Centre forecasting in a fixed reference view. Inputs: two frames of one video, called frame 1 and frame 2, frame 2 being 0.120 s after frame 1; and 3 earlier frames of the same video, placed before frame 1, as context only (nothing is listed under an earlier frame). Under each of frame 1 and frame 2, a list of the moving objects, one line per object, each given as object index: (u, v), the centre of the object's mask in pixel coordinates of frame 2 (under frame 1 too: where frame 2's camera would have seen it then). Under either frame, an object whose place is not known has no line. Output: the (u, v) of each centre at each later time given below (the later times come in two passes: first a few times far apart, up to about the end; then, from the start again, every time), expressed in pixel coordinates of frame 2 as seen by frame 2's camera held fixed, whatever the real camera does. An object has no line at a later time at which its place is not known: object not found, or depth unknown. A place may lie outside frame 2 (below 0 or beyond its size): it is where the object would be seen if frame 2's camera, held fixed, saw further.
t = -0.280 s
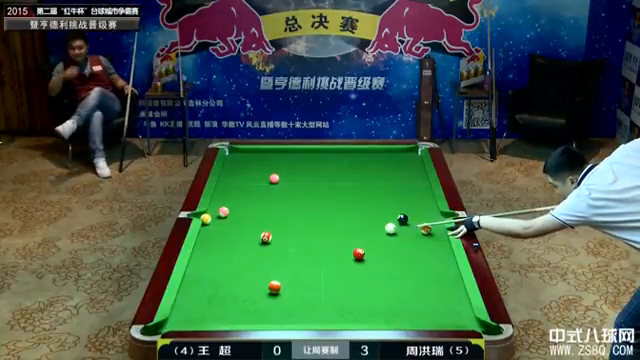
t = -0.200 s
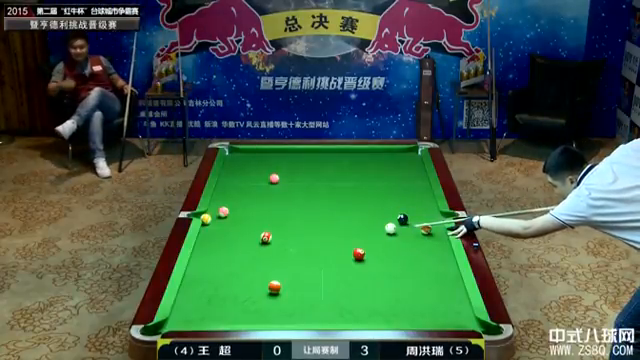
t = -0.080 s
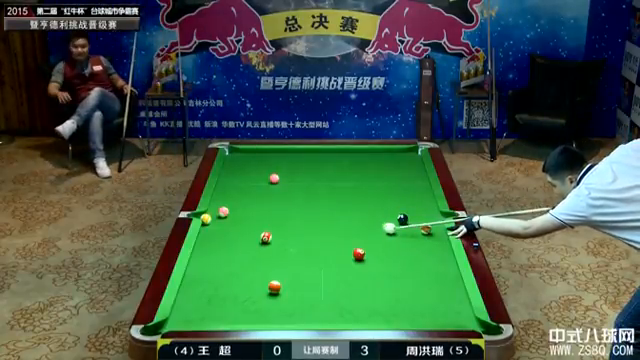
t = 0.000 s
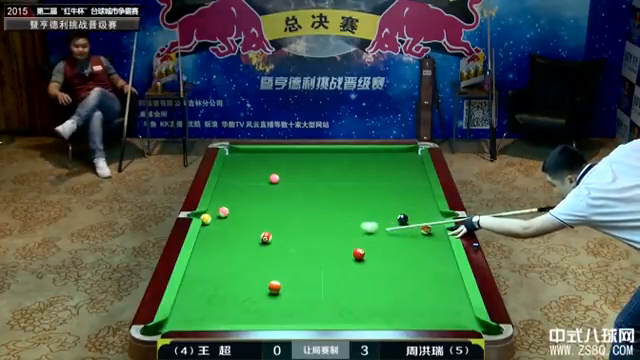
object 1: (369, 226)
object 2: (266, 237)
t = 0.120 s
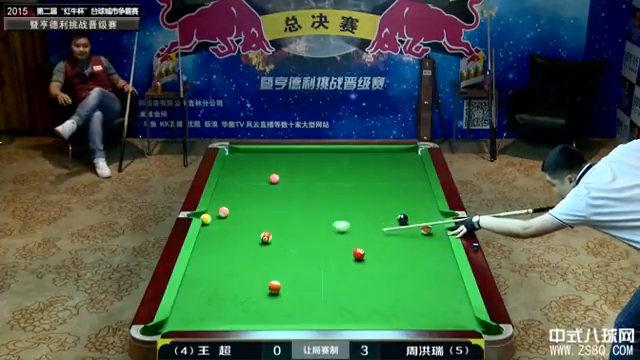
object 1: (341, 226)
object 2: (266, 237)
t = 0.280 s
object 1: (307, 224)
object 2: (266, 237)
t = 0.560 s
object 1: (250, 222)
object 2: (266, 237)
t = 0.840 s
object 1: (207, 223)
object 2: (266, 237)
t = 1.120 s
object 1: (223, 228)
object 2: (266, 237)
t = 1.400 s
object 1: (237, 232)
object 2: (266, 237)
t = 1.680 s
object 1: (250, 236)
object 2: (266, 237)
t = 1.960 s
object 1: (255, 238)
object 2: (272, 238)
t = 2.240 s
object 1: (257, 241)
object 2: (279, 238)
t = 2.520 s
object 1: (258, 242)
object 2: (285, 239)
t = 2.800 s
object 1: (259, 244)
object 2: (291, 239)
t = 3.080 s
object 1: (260, 244)
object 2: (294, 240)
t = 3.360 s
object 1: (260, 245)
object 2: (296, 240)
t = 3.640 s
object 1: (260, 245)
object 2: (297, 240)
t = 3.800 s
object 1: (260, 245)
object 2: (297, 240)
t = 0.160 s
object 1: (333, 225)
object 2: (266, 237)
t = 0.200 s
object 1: (324, 225)
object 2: (266, 237)
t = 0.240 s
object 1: (315, 225)
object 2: (266, 237)
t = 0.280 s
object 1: (307, 224)
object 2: (266, 237)
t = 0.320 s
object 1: (299, 224)
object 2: (266, 237)
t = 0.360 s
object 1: (291, 224)
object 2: (266, 237)
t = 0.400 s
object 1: (282, 223)
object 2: (266, 237)
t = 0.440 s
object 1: (274, 223)
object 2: (266, 237)
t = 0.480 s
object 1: (265, 223)
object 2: (266, 237)
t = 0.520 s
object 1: (258, 222)
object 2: (266, 237)
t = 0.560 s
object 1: (250, 222)
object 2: (266, 237)
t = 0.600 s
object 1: (242, 222)
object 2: (266, 237)
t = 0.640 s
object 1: (234, 222)
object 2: (266, 237)
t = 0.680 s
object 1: (226, 222)
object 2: (266, 237)
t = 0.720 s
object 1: (218, 221)
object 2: (266, 237)
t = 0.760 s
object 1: (212, 222)
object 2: (266, 237)
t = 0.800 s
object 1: (209, 223)
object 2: (266, 237)
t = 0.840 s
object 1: (207, 223)
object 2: (266, 237)
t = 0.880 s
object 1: (210, 224)
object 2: (266, 237)
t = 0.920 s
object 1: (212, 225)
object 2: (266, 237)
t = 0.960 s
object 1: (214, 225)
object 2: (266, 237)
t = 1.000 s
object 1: (217, 226)
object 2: (266, 237)
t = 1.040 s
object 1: (219, 226)
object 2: (266, 237)
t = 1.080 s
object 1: (221, 227)
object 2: (266, 237)
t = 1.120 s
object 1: (223, 228)
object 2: (266, 237)
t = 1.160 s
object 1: (225, 228)
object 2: (266, 237)
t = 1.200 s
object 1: (227, 229)
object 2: (266, 237)
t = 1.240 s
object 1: (229, 229)
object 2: (266, 237)
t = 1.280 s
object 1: (231, 230)
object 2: (266, 237)
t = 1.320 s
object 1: (233, 231)
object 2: (266, 237)
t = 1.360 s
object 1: (235, 231)
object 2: (266, 237)
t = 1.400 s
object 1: (237, 232)
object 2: (266, 237)
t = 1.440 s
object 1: (239, 232)
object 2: (266, 237)
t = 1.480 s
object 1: (241, 233)
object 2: (266, 237)
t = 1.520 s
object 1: (243, 234)
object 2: (266, 237)
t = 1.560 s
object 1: (245, 234)
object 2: (266, 237)
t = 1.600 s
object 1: (246, 235)
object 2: (266, 237)
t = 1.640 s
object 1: (248, 235)
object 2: (266, 237)
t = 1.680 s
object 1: (250, 236)
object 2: (266, 237)
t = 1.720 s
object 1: (252, 236)
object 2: (266, 237)
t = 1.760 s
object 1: (254, 237)
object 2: (266, 237)
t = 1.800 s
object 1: (254, 237)
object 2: (267, 237)
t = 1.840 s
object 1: (254, 237)
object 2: (268, 237)
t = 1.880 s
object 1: (255, 238)
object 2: (269, 238)
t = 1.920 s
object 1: (255, 238)
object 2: (271, 238)
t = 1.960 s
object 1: (255, 238)
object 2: (272, 238)
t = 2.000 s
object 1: (255, 239)
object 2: (273, 238)
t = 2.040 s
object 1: (256, 239)
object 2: (274, 238)
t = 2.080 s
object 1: (256, 239)
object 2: (275, 238)
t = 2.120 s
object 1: (256, 239)
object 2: (276, 238)
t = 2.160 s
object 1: (256, 240)
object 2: (277, 238)
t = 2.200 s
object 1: (257, 240)
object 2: (278, 238)
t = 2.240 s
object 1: (257, 241)
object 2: (279, 238)
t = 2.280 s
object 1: (257, 241)
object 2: (280, 239)
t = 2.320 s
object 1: (257, 241)
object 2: (281, 238)
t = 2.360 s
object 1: (257, 242)
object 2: (282, 239)
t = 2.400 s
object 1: (257, 242)
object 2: (283, 239)
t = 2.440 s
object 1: (258, 242)
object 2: (284, 238)
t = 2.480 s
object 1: (258, 242)
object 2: (285, 239)
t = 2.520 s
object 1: (258, 242)
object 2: (285, 239)
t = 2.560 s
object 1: (258, 243)
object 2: (286, 239)
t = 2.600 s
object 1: (258, 243)
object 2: (287, 239)
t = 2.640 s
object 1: (259, 243)
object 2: (288, 239)
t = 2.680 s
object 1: (259, 243)
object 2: (289, 239)
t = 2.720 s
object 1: (259, 243)
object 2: (289, 239)
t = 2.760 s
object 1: (259, 243)
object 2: (290, 239)
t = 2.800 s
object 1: (259, 244)
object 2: (291, 239)
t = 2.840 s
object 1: (259, 244)
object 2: (291, 240)
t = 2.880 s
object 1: (259, 244)
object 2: (292, 240)
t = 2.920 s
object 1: (259, 244)
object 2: (292, 240)
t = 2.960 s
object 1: (259, 244)
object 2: (293, 240)
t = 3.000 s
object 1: (259, 244)
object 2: (293, 240)
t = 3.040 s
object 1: (259, 244)
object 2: (293, 240)
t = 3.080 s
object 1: (260, 244)
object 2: (294, 240)
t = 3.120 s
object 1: (260, 245)
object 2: (295, 240)
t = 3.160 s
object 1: (260, 245)
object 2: (295, 240)
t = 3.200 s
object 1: (260, 245)
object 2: (295, 240)
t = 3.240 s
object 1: (260, 245)
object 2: (296, 240)
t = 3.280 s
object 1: (260, 245)
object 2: (296, 240)
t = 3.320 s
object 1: (260, 245)
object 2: (296, 240)
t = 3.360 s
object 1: (260, 245)
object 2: (296, 240)
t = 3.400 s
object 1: (260, 245)
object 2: (297, 240)
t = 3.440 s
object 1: (260, 245)
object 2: (297, 240)
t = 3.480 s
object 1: (260, 245)
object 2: (297, 240)
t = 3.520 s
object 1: (260, 245)
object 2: (297, 240)
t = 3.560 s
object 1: (260, 245)
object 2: (297, 240)
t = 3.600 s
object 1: (260, 245)
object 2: (297, 240)
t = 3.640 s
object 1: (260, 245)
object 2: (297, 240)
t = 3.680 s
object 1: (260, 245)
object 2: (297, 240)
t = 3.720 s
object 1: (260, 245)
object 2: (297, 240)
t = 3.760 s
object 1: (260, 245)
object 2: (297, 240)
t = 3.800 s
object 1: (260, 245)
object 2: (297, 240)
